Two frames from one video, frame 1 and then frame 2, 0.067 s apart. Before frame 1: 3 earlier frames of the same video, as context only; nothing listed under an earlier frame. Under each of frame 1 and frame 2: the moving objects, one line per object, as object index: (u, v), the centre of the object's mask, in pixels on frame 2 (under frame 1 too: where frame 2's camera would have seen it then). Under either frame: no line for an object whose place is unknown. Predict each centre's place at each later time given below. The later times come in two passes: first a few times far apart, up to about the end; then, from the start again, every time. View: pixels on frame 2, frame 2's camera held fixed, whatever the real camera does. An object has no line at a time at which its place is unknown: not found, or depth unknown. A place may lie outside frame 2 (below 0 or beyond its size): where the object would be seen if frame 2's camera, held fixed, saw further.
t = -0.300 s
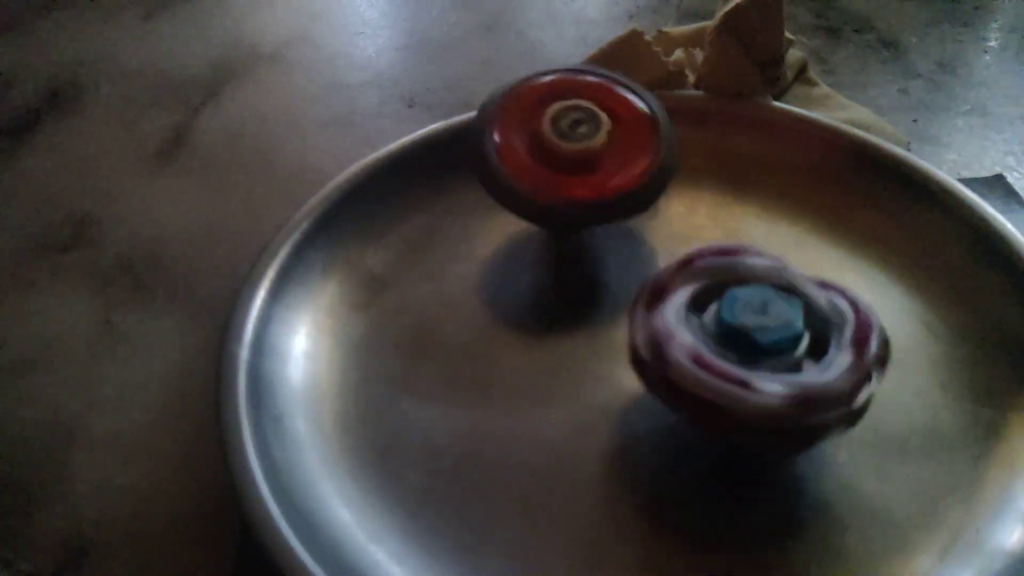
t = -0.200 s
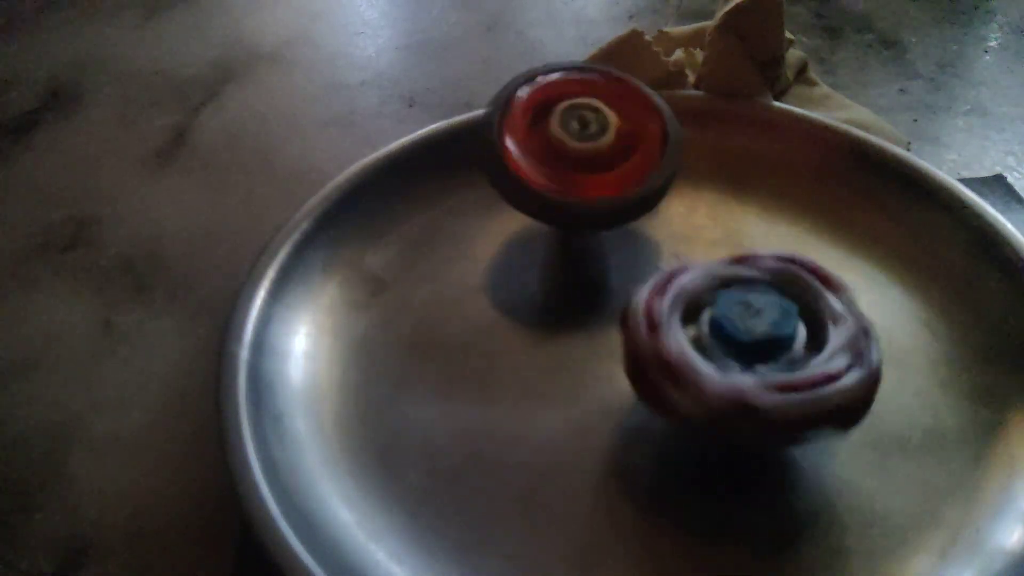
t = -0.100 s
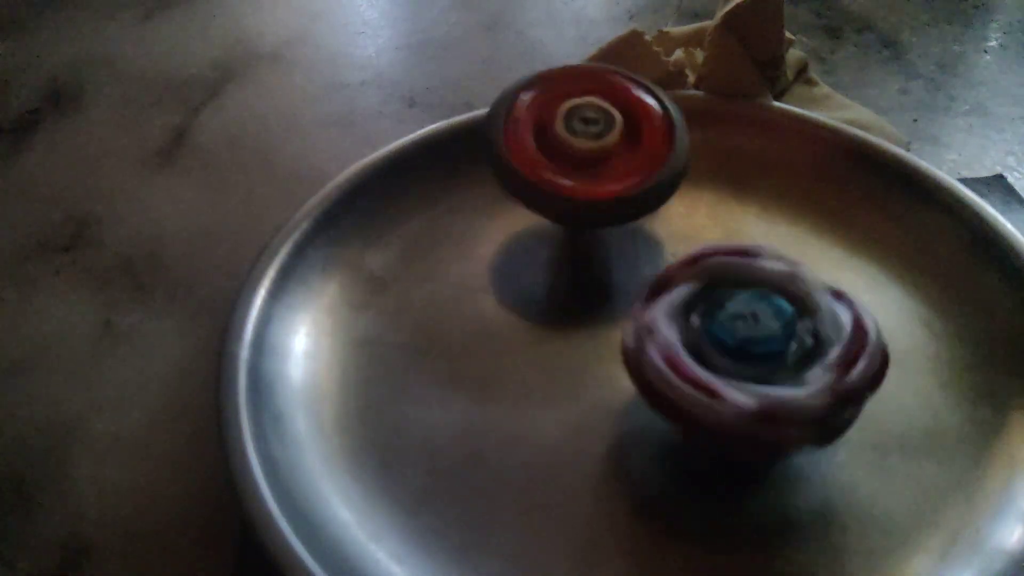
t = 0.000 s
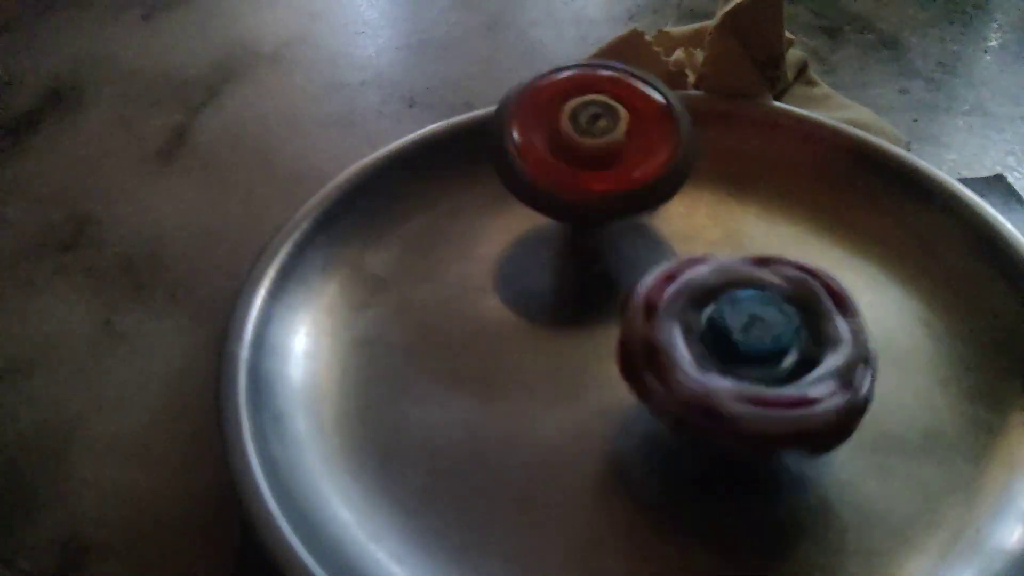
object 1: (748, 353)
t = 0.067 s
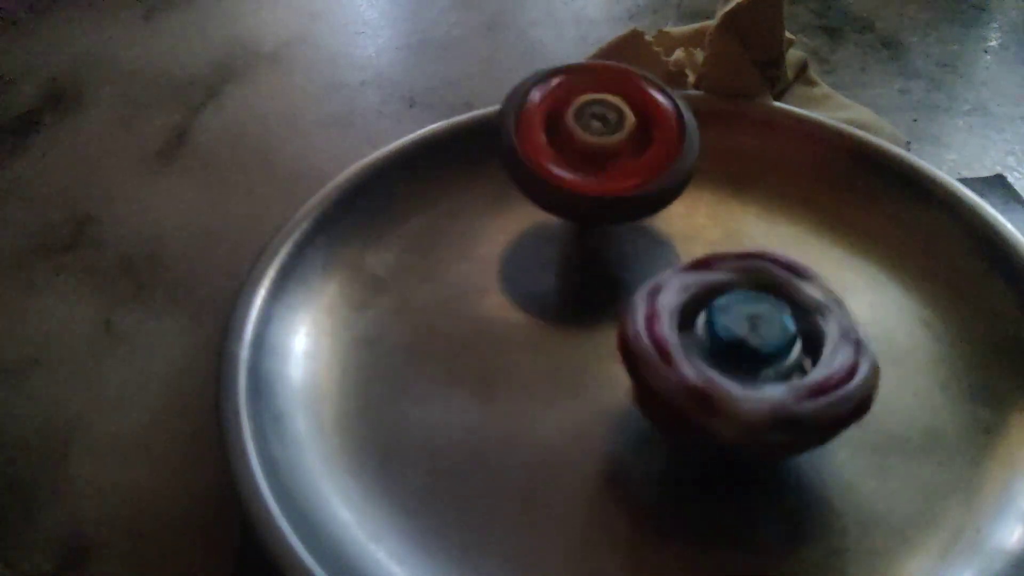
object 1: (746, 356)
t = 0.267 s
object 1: (739, 359)
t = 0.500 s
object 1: (730, 364)
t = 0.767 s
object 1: (718, 365)
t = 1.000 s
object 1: (703, 363)
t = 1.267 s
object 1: (688, 358)
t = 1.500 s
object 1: (675, 351)
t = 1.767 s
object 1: (659, 343)
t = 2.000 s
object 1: (649, 331)
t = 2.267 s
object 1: (640, 316)
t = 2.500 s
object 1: (636, 305)
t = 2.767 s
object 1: (637, 290)
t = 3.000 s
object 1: (634, 279)
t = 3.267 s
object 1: (629, 270)
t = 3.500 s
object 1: (628, 261)
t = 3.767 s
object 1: (626, 257)
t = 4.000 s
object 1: (624, 253)
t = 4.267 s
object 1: (623, 247)
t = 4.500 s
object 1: (621, 242)
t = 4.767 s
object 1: (622, 235)
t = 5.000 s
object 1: (624, 229)
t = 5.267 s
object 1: (630, 223)
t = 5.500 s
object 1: (637, 220)
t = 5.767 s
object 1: (645, 218)
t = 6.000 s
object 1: (651, 215)
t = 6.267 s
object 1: (660, 214)
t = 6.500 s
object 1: (672, 213)
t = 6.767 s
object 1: (685, 216)
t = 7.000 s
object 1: (694, 218)
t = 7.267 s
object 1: (704, 221)
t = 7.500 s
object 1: (712, 225)
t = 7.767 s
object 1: (723, 229)
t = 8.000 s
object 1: (730, 234)
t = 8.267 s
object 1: (738, 242)
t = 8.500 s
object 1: (747, 249)
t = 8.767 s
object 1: (752, 259)
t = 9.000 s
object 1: (753, 272)
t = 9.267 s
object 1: (754, 279)
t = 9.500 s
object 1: (752, 276)
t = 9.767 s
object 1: (750, 274)
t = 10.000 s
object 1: (747, 272)
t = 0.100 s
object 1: (748, 356)
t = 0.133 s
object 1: (747, 355)
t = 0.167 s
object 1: (746, 358)
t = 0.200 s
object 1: (744, 358)
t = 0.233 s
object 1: (742, 358)
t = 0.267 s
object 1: (739, 359)
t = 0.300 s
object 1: (739, 361)
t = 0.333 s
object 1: (739, 359)
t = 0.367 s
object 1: (737, 360)
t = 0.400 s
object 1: (736, 362)
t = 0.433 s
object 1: (734, 362)
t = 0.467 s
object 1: (732, 362)
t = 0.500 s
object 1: (730, 364)
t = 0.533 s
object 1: (729, 365)
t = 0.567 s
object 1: (729, 364)
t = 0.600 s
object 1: (727, 365)
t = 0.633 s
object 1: (726, 366)
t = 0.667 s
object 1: (723, 365)
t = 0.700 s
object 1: (720, 364)
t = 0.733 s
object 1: (719, 365)
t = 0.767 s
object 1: (718, 365)
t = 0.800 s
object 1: (718, 363)
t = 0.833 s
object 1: (715, 364)
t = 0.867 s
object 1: (713, 363)
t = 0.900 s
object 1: (710, 363)
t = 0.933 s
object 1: (707, 362)
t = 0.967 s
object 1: (704, 363)
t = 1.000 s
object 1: (703, 363)
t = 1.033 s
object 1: (702, 361)
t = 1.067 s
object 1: (698, 362)
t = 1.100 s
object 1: (696, 363)
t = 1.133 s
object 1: (693, 360)
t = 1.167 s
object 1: (691, 359)
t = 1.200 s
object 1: (689, 360)
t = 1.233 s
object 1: (689, 360)
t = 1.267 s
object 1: (688, 358)
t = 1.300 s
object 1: (686, 358)
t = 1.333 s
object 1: (683, 360)
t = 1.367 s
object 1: (681, 356)
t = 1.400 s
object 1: (679, 354)
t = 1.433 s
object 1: (677, 355)
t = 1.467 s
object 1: (676, 355)
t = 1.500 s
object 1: (675, 351)
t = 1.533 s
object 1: (673, 351)
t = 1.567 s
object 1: (671, 351)
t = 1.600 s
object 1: (668, 348)
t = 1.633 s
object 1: (666, 348)
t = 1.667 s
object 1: (663, 348)
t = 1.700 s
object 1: (662, 347)
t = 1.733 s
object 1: (661, 343)
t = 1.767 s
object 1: (659, 343)
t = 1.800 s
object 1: (657, 341)
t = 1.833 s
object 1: (654, 339)
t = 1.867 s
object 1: (653, 338)
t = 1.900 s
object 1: (652, 337)
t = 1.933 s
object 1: (651, 336)
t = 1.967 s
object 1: (651, 332)
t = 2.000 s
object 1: (649, 331)
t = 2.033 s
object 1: (647, 330)
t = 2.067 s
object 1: (646, 327)
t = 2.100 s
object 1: (644, 326)
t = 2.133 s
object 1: (643, 325)
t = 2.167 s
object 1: (643, 322)
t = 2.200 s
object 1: (644, 319)
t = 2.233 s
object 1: (642, 318)
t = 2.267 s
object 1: (640, 316)
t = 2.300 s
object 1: (638, 313)
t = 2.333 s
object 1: (638, 311)
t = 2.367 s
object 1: (637, 309)
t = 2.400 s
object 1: (637, 308)
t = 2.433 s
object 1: (638, 306)
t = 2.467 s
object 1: (637, 305)
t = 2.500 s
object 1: (636, 305)
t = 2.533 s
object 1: (636, 303)
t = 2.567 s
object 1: (636, 300)
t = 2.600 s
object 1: (635, 299)
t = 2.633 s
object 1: (636, 297)
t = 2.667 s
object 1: (636, 294)
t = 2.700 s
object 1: (637, 293)
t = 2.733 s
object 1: (636, 291)
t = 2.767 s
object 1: (637, 290)
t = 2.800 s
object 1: (638, 289)
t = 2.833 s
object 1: (637, 286)
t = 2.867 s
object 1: (638, 283)
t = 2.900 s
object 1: (638, 281)
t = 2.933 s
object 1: (638, 282)
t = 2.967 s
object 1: (636, 280)
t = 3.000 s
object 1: (634, 279)
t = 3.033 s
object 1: (632, 277)
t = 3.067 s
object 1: (631, 275)
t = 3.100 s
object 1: (630, 275)
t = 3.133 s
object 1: (630, 274)
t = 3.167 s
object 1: (630, 272)
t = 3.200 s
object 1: (629, 271)
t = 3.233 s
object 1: (628, 271)
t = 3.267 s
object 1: (629, 270)
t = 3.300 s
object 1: (629, 268)
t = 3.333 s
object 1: (629, 269)
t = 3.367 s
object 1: (629, 267)
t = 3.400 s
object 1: (628, 263)
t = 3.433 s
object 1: (628, 263)
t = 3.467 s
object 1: (627, 262)
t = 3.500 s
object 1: (628, 261)
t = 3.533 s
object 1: (629, 261)
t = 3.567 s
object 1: (629, 261)
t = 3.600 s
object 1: (629, 258)
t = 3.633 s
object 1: (629, 258)
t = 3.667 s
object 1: (628, 257)
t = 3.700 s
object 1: (626, 258)
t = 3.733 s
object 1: (625, 256)
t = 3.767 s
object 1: (626, 257)
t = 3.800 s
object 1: (626, 257)
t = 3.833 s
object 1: (627, 254)
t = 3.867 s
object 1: (625, 254)
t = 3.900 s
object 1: (625, 255)
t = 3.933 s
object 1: (624, 253)
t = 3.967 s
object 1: (624, 253)
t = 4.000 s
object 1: (624, 253)
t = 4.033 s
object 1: (624, 253)
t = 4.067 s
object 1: (625, 251)
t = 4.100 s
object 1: (624, 249)
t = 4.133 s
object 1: (624, 249)
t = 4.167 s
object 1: (623, 249)
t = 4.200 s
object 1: (623, 248)
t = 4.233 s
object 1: (623, 247)
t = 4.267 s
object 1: (623, 247)
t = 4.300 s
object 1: (624, 245)
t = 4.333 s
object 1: (624, 243)
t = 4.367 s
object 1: (623, 244)
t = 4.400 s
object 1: (622, 243)
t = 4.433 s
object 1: (620, 242)
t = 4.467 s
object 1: (621, 241)
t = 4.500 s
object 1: (621, 242)
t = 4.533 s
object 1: (622, 239)
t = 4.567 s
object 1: (622, 238)
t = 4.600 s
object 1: (621, 239)
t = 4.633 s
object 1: (621, 238)
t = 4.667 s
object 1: (620, 237)
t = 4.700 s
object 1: (620, 237)
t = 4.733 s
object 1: (621, 237)
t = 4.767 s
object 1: (622, 235)
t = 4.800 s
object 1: (622, 233)
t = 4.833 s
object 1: (621, 233)
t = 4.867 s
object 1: (622, 233)
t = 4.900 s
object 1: (622, 231)
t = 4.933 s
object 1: (622, 231)
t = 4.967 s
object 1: (623, 231)
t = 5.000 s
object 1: (624, 229)
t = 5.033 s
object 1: (624, 228)
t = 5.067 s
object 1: (624, 227)
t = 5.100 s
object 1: (625, 227)
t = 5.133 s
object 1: (624, 225)
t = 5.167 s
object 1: (626, 225)
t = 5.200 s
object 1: (627, 225)
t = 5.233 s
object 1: (628, 224)
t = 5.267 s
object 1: (630, 223)
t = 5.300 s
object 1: (630, 223)
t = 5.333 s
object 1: (630, 223)
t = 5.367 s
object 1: (631, 222)
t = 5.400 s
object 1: (631, 222)
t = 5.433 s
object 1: (633, 222)
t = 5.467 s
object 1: (635, 221)
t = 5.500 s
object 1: (637, 220)
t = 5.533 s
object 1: (638, 220)
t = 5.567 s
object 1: (638, 220)
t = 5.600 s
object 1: (638, 220)
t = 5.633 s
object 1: (640, 220)
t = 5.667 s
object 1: (641, 220)
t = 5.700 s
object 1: (643, 220)
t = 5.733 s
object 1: (645, 219)
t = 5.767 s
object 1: (645, 218)
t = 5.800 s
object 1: (645, 219)
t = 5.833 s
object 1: (646, 217)
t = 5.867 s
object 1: (647, 217)
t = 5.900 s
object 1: (648, 217)
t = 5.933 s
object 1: (650, 217)
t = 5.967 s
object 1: (650, 216)
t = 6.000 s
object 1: (651, 215)
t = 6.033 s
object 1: (651, 216)
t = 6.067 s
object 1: (652, 216)
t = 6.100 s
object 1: (653, 216)
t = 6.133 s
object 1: (654, 215)
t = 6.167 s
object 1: (656, 216)
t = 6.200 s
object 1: (658, 215)
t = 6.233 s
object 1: (660, 214)
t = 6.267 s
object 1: (660, 214)
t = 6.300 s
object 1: (661, 214)
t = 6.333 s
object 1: (663, 214)
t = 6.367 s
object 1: (664, 213)
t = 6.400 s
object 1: (667, 214)
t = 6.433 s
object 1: (669, 213)
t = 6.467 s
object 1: (671, 213)
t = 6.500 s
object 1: (672, 213)
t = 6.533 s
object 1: (674, 214)
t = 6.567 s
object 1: (675, 213)
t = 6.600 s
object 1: (677, 213)
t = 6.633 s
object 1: (679, 214)
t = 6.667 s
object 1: (681, 214)
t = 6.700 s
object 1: (683, 213)
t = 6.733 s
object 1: (683, 214)
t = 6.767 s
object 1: (685, 216)
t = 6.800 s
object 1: (686, 216)
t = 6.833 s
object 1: (687, 216)
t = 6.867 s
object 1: (689, 217)
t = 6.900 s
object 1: (691, 217)
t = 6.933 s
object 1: (693, 215)
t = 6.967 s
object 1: (693, 217)
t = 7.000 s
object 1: (694, 218)
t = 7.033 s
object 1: (695, 218)
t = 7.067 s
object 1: (696, 217)
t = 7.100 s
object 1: (697, 218)
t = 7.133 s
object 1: (699, 218)
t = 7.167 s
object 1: (701, 218)
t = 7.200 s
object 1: (702, 219)
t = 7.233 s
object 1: (702, 220)
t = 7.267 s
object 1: (704, 221)
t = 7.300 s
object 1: (705, 221)
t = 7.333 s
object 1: (707, 221)
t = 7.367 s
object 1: (708, 223)
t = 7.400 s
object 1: (710, 223)
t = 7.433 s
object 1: (712, 221)
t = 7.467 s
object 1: (711, 223)
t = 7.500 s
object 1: (712, 225)
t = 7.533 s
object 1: (713, 225)
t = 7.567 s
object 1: (714, 225)
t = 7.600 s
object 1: (716, 227)
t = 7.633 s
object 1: (719, 226)
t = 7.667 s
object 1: (720, 227)
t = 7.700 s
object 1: (721, 227)
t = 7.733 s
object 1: (722, 229)
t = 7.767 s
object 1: (723, 229)
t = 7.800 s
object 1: (724, 229)
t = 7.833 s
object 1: (726, 231)
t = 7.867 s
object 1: (727, 232)
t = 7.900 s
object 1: (729, 231)
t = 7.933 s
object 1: (730, 231)
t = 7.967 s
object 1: (730, 233)
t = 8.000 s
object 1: (730, 234)
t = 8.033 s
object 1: (731, 233)
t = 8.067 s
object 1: (732, 236)
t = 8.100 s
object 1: (734, 238)
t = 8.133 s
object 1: (736, 237)
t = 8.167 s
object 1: (737, 238)
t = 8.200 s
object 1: (736, 240)
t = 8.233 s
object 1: (737, 242)
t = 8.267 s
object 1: (738, 242)
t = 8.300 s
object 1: (740, 243)
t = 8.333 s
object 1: (741, 245)
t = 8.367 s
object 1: (743, 246)
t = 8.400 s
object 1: (745, 246)
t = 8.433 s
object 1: (746, 247)
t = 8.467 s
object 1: (746, 250)
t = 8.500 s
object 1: (747, 249)
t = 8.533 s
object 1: (748, 250)
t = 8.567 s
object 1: (749, 252)
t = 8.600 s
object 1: (750, 253)
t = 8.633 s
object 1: (752, 255)
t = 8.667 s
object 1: (752, 255)
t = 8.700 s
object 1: (751, 257)
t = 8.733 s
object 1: (752, 259)
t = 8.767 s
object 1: (752, 259)
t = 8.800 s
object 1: (753, 261)
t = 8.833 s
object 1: (754, 264)
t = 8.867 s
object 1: (755, 264)
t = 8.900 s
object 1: (755, 264)
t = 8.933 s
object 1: (754, 266)
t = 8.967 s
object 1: (753, 269)
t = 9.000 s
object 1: (753, 272)
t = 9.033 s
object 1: (754, 272)
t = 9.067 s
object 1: (754, 275)
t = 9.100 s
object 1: (755, 276)
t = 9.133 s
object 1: (755, 276)
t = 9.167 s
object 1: (754, 276)
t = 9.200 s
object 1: (754, 279)
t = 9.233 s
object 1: (754, 279)
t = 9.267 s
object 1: (754, 279)
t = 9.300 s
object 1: (755, 280)
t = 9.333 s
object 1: (755, 279)
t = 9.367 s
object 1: (756, 277)
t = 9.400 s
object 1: (755, 278)
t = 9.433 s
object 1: (754, 279)
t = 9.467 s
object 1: (753, 276)
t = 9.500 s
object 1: (752, 276)
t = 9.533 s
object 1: (752, 276)
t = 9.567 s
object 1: (751, 276)
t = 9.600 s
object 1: (753, 274)
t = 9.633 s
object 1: (751, 274)
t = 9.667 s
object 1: (751, 275)
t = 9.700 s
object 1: (750, 275)
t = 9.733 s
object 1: (750, 274)
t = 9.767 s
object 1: (750, 274)
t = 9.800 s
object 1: (750, 274)
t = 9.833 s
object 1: (751, 272)
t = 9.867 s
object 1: (750, 272)
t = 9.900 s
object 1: (748, 274)
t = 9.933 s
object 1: (747, 272)
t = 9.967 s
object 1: (747, 272)
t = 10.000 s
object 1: (747, 272)
